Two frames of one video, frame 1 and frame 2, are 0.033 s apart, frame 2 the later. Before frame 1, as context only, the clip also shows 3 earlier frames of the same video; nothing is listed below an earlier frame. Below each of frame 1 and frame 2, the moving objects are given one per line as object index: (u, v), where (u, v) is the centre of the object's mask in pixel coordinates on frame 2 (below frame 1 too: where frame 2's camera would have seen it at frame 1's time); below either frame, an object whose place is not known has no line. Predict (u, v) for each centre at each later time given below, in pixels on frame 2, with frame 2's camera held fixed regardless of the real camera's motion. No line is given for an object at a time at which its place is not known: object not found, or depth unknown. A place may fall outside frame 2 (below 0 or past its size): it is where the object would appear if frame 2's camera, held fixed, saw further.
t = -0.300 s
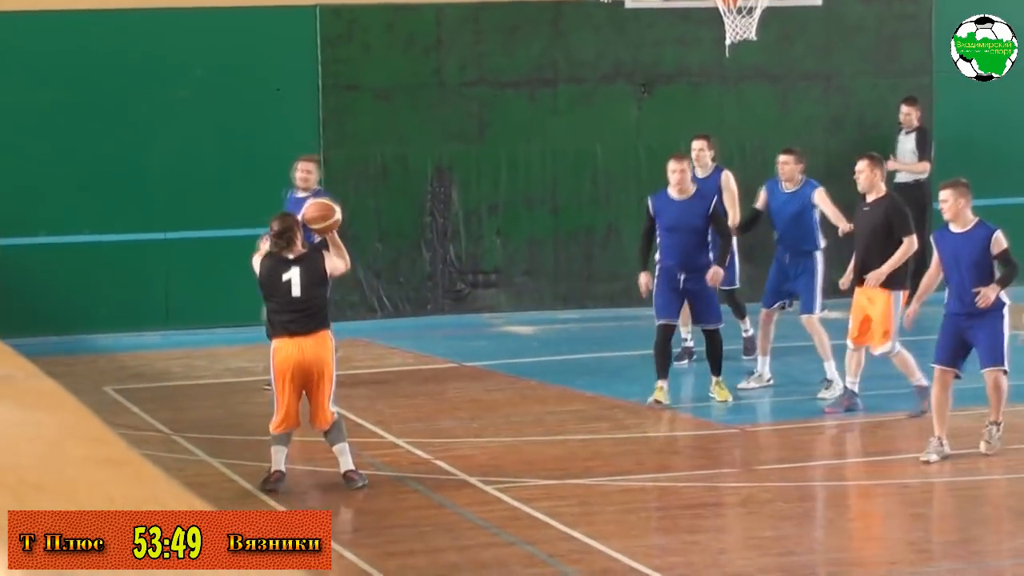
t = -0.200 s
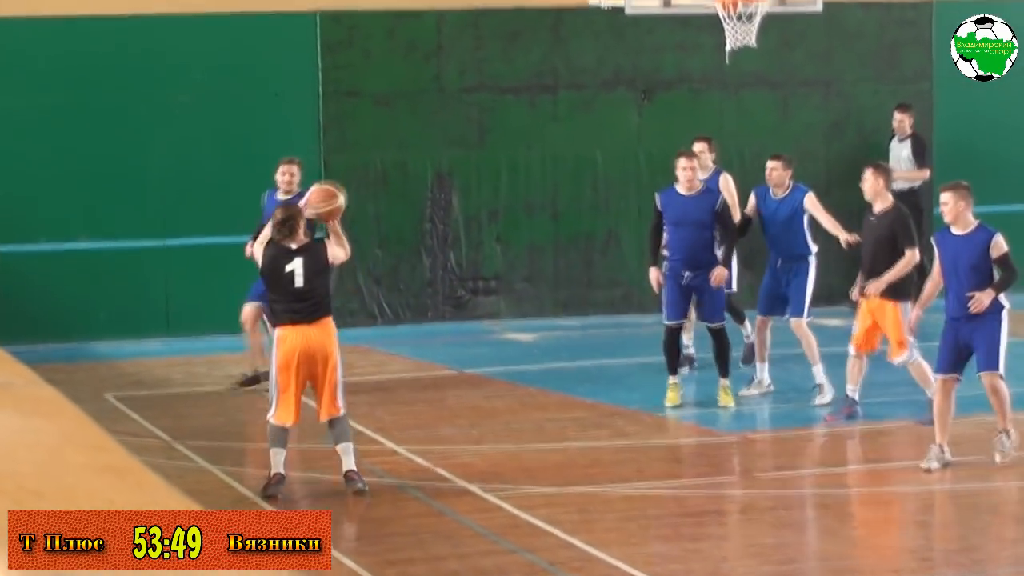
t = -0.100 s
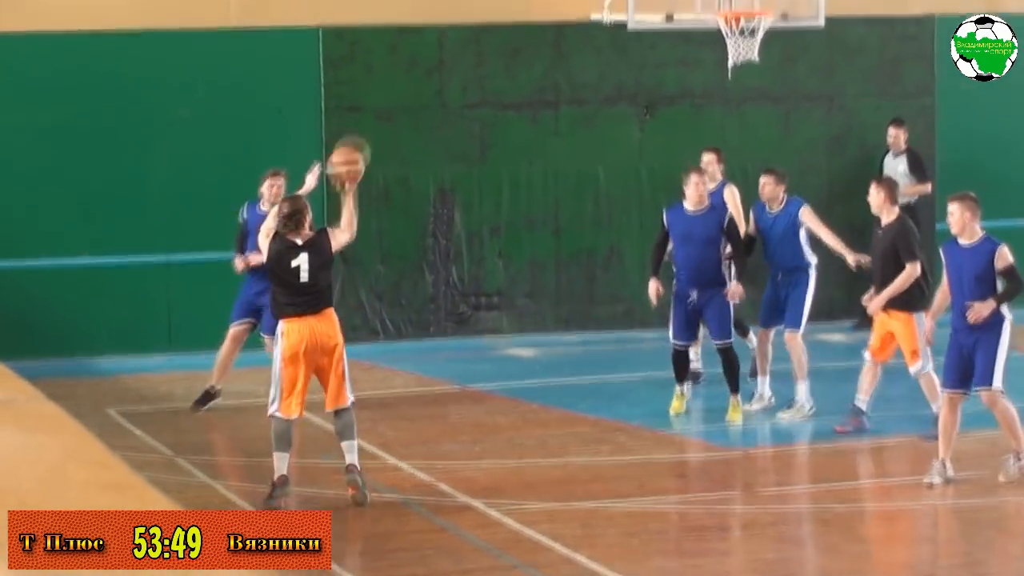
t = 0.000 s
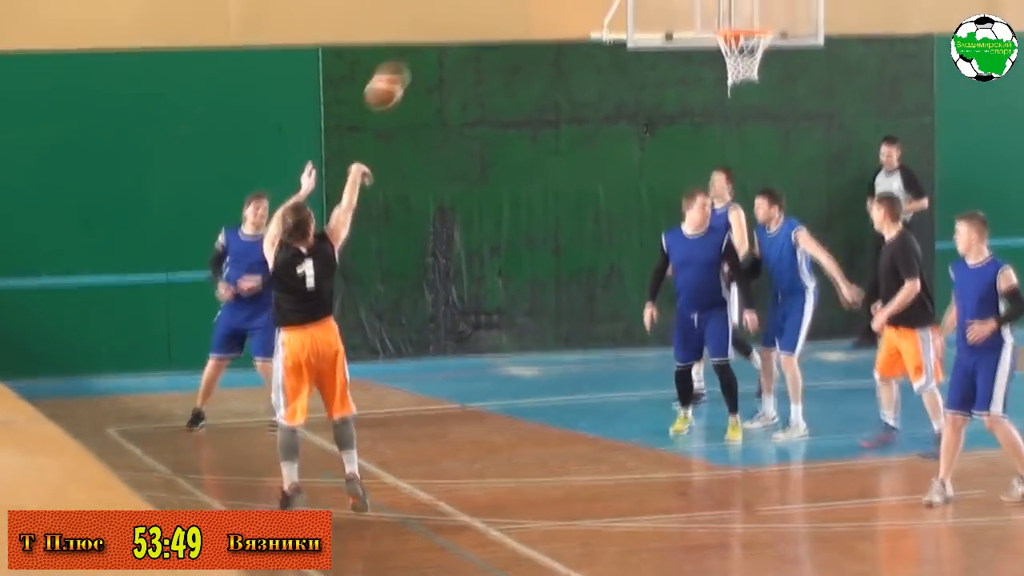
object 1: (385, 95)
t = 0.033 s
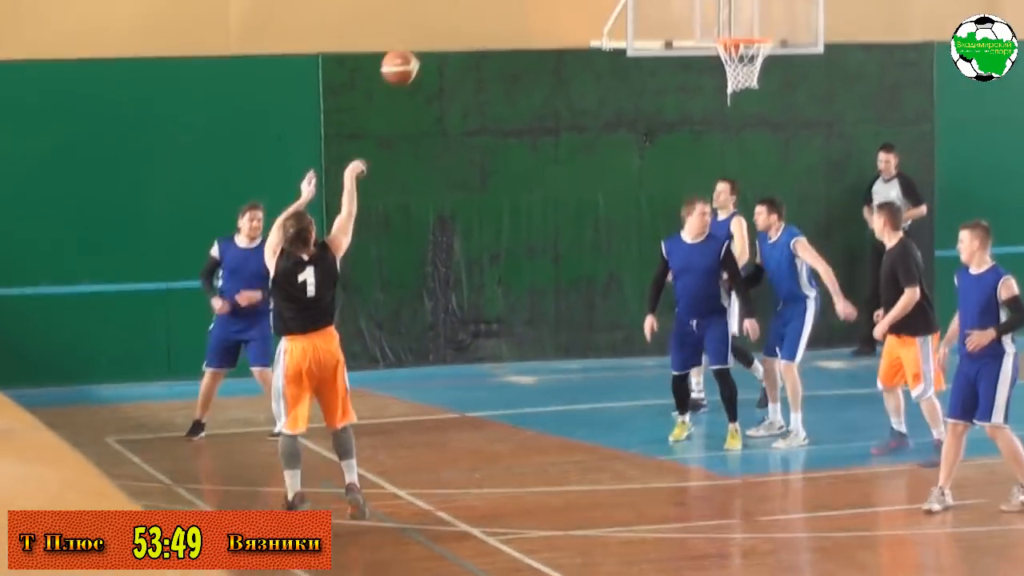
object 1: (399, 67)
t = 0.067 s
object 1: (414, 38)
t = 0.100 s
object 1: (428, 12)
